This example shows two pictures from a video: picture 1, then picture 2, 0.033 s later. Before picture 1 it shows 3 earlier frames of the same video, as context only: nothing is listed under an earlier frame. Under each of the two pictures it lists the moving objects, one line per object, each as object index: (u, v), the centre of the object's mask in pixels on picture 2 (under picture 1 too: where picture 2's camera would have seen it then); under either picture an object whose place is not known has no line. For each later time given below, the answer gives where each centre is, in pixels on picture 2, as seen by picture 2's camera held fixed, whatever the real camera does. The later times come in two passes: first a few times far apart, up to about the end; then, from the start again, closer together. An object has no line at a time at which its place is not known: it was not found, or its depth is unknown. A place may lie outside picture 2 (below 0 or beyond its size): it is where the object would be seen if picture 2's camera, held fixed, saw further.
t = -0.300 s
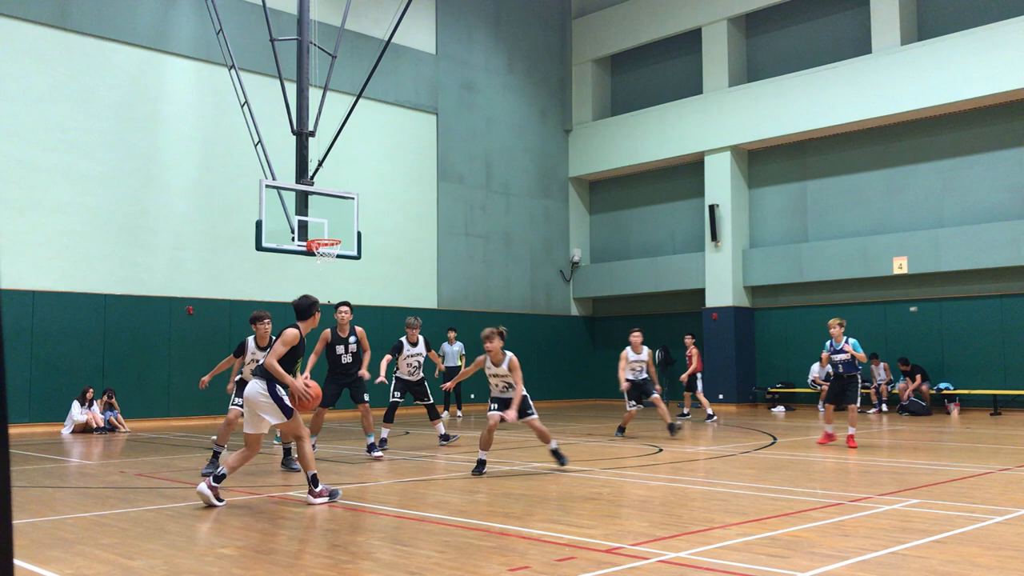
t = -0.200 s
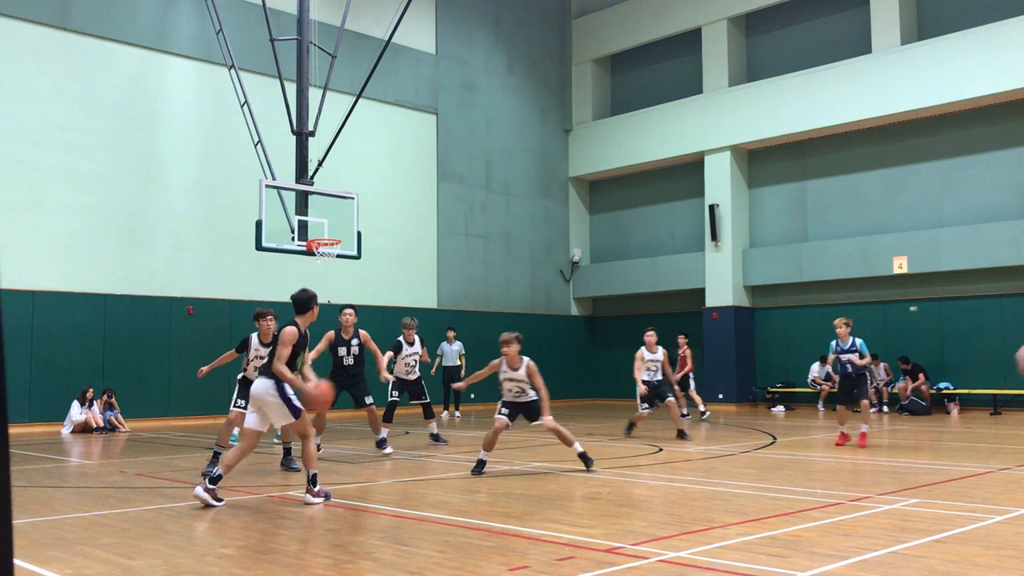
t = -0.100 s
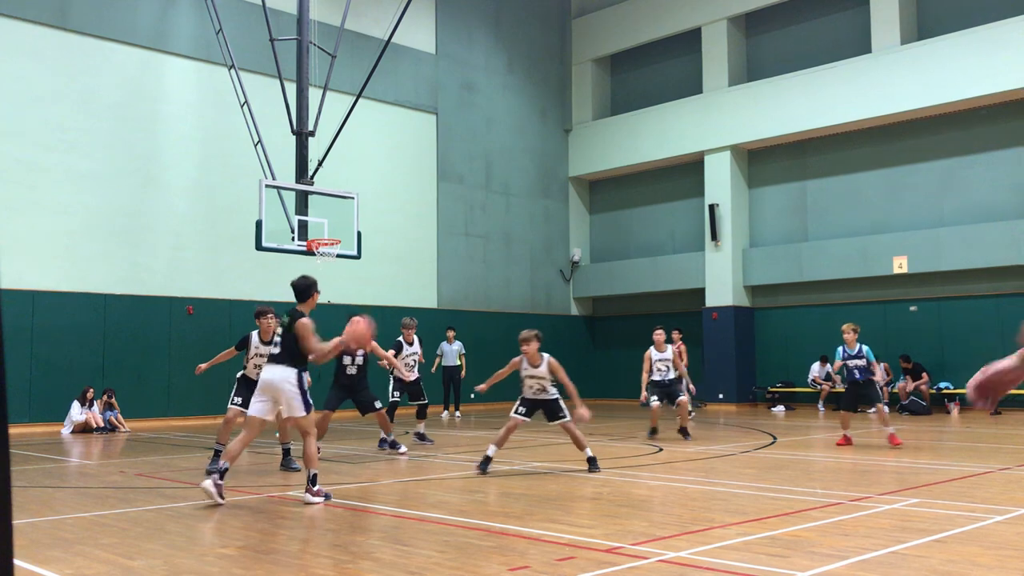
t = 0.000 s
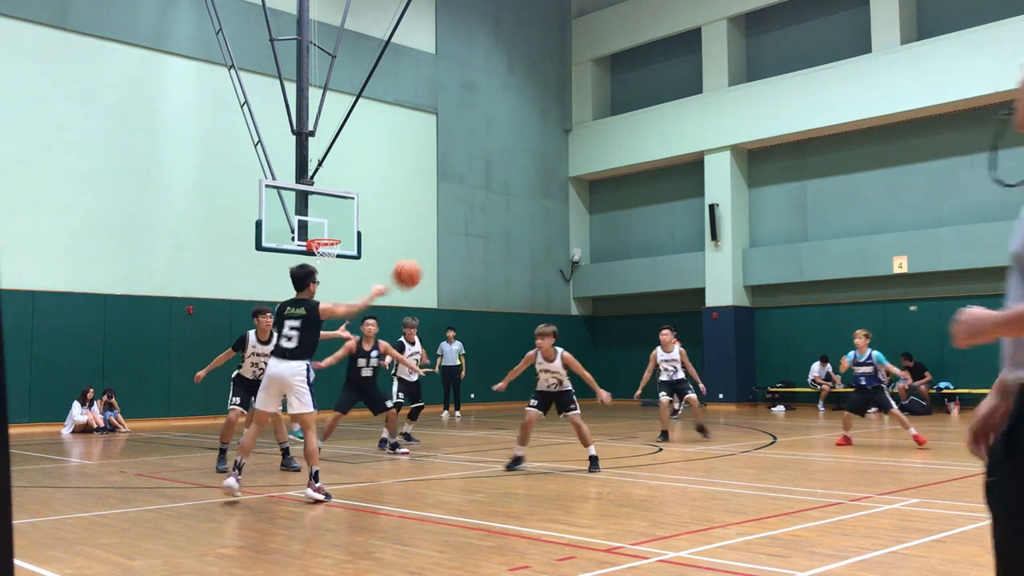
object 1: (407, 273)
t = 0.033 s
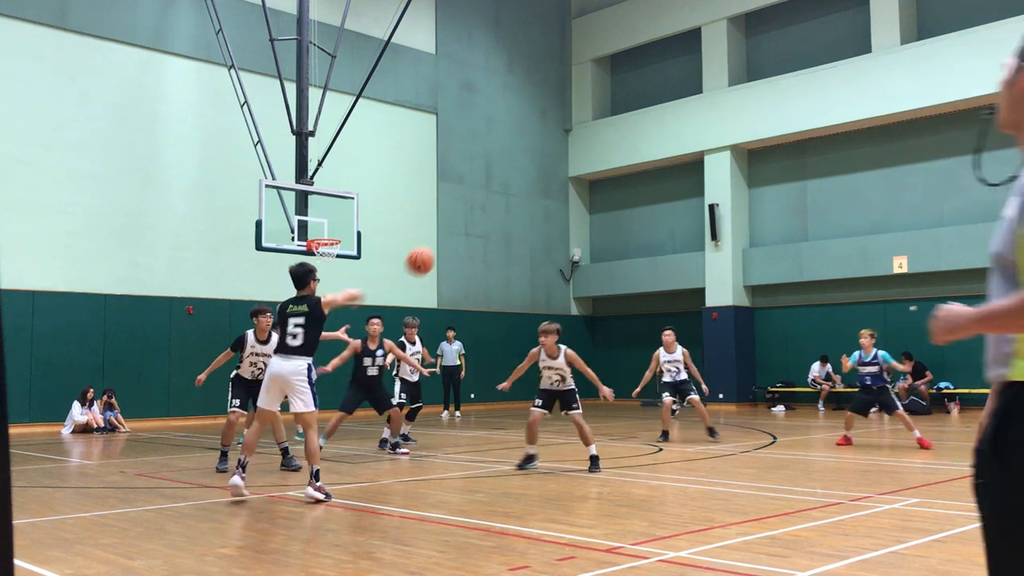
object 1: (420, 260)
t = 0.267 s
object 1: (492, 216)
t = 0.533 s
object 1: (545, 231)
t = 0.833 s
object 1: (590, 283)
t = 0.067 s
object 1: (433, 249)
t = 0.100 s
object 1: (445, 240)
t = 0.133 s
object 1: (456, 232)
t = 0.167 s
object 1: (465, 226)
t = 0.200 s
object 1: (475, 222)
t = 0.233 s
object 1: (484, 218)
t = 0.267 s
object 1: (492, 216)
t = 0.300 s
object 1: (500, 214)
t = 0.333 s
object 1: (508, 214)
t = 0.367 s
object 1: (511, 215)
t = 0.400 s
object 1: (518, 219)
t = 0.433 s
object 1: (524, 220)
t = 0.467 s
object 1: (530, 223)
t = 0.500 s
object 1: (537, 226)
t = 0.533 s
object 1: (545, 231)
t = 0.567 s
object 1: (551, 235)
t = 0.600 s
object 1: (556, 239)
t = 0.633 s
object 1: (562, 244)
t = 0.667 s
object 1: (566, 248)
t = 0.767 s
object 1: (582, 268)
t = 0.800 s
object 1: (587, 275)
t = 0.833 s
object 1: (590, 283)
